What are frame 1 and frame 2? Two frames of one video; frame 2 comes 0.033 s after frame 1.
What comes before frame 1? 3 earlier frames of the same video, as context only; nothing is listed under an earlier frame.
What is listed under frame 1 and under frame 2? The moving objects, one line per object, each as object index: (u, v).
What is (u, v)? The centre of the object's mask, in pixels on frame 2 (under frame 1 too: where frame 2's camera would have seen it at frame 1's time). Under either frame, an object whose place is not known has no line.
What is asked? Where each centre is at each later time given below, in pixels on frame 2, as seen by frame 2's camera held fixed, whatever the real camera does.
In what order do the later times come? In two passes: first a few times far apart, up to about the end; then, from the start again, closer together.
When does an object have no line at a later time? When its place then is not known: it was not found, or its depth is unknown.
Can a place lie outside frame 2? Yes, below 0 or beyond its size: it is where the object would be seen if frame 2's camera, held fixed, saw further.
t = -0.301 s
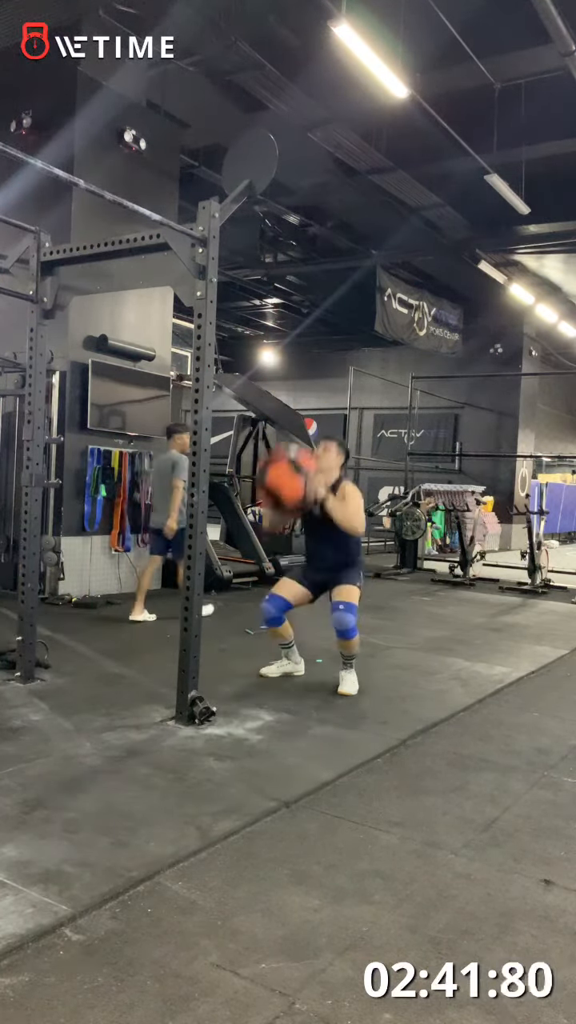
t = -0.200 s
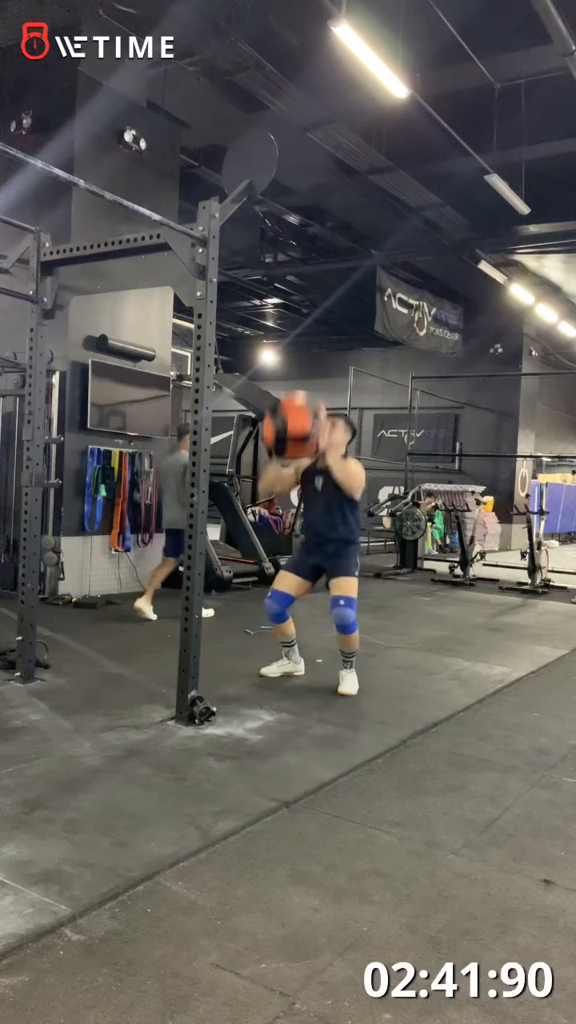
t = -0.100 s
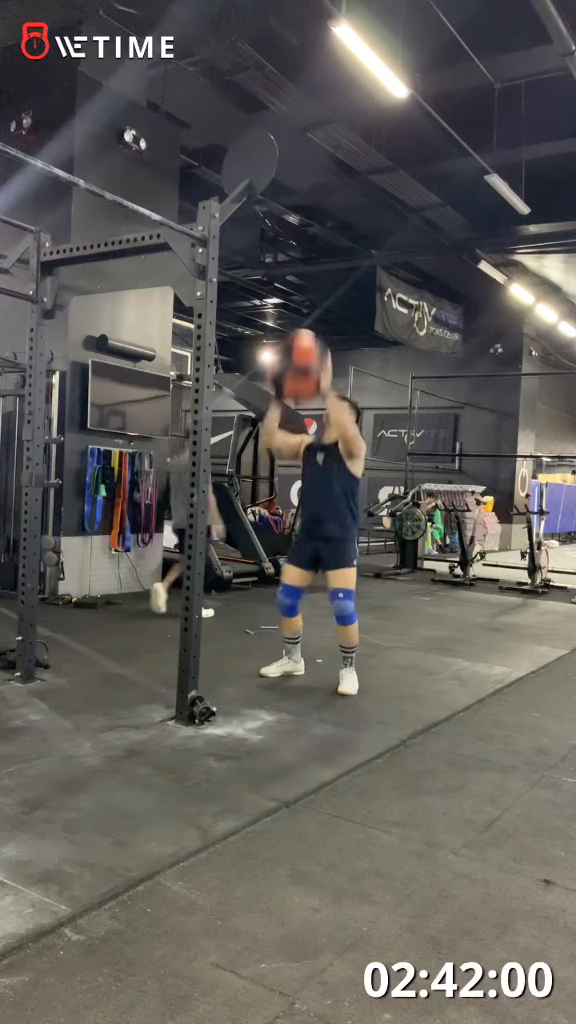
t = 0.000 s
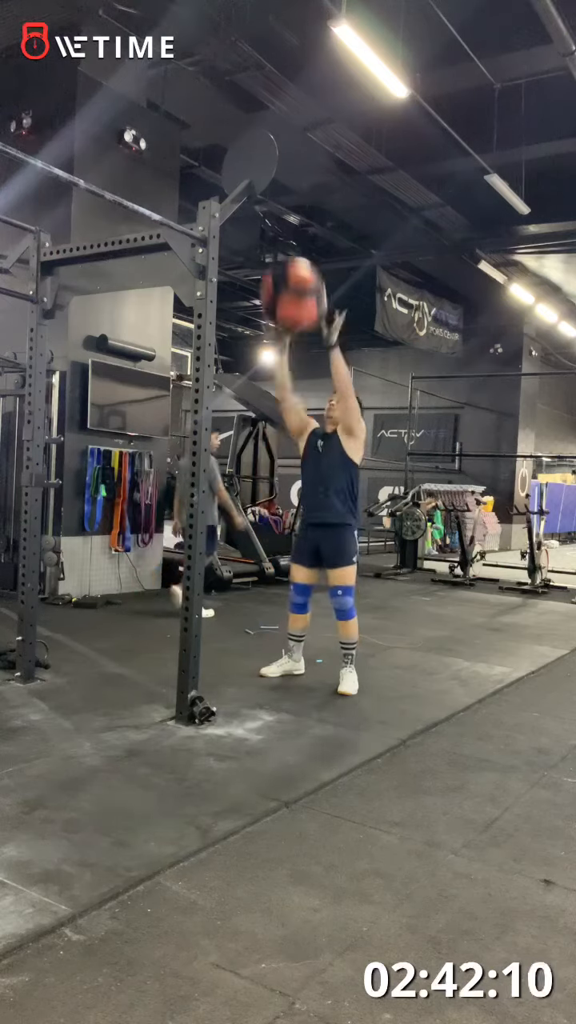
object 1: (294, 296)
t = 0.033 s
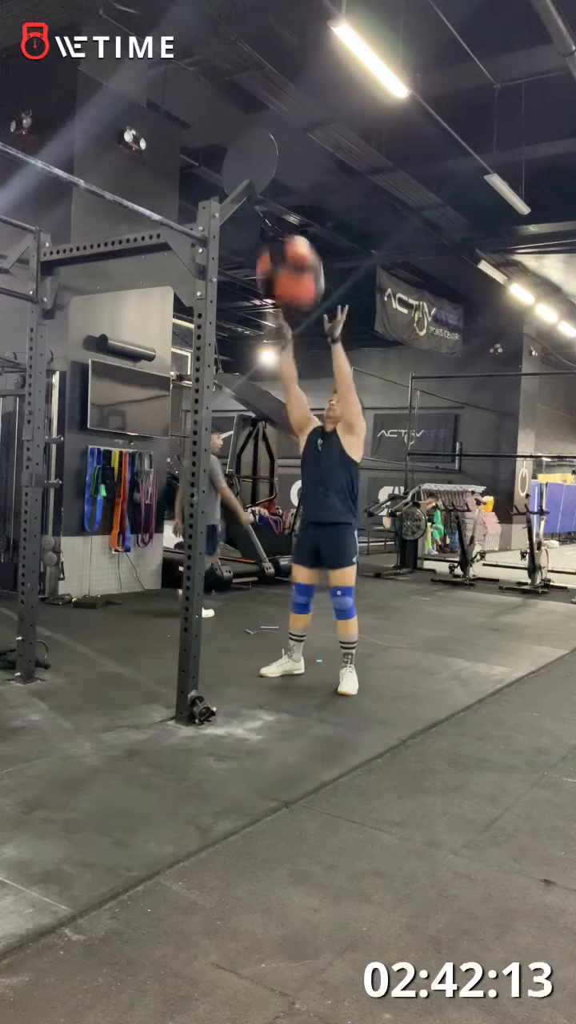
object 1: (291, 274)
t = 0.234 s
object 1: (279, 192)
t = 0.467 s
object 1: (281, 196)
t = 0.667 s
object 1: (286, 279)
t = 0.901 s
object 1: (293, 463)
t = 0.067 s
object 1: (288, 255)
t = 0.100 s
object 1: (285, 237)
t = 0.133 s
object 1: (281, 220)
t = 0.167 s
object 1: (280, 211)
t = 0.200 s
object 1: (279, 201)
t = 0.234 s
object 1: (279, 192)
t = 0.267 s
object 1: (279, 184)
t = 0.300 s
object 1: (279, 178)
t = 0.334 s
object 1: (280, 178)
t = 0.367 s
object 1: (281, 179)
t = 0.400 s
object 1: (280, 184)
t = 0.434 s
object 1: (282, 189)
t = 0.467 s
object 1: (281, 196)
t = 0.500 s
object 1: (280, 206)
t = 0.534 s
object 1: (280, 213)
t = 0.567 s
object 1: (280, 227)
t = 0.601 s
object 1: (282, 243)
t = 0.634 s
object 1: (284, 260)
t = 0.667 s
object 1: (286, 279)
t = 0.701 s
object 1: (287, 300)
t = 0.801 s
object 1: (291, 375)
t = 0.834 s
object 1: (290, 404)
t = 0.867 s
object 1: (292, 435)
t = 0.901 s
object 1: (293, 463)
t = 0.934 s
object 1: (292, 499)
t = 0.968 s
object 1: (293, 533)
